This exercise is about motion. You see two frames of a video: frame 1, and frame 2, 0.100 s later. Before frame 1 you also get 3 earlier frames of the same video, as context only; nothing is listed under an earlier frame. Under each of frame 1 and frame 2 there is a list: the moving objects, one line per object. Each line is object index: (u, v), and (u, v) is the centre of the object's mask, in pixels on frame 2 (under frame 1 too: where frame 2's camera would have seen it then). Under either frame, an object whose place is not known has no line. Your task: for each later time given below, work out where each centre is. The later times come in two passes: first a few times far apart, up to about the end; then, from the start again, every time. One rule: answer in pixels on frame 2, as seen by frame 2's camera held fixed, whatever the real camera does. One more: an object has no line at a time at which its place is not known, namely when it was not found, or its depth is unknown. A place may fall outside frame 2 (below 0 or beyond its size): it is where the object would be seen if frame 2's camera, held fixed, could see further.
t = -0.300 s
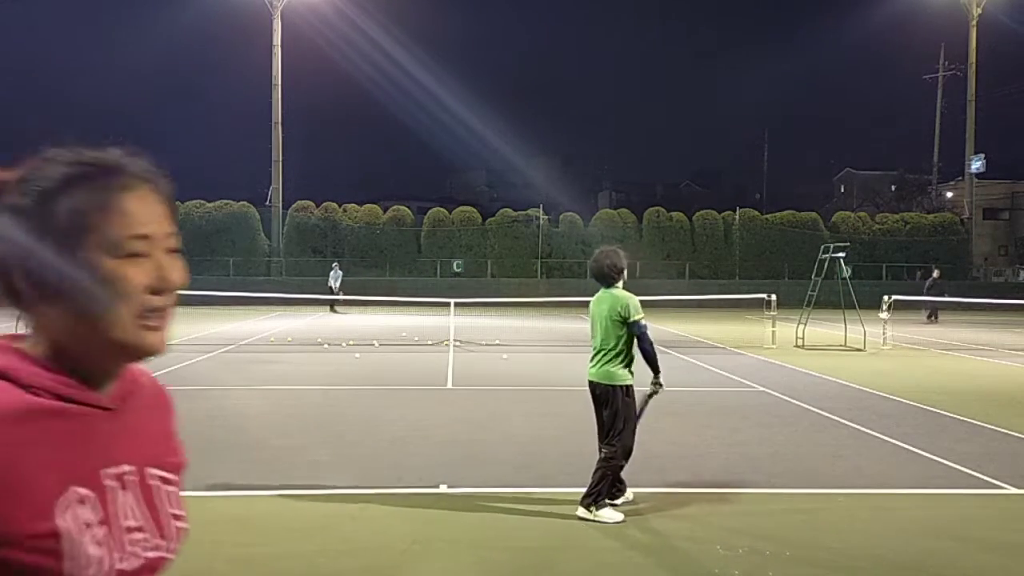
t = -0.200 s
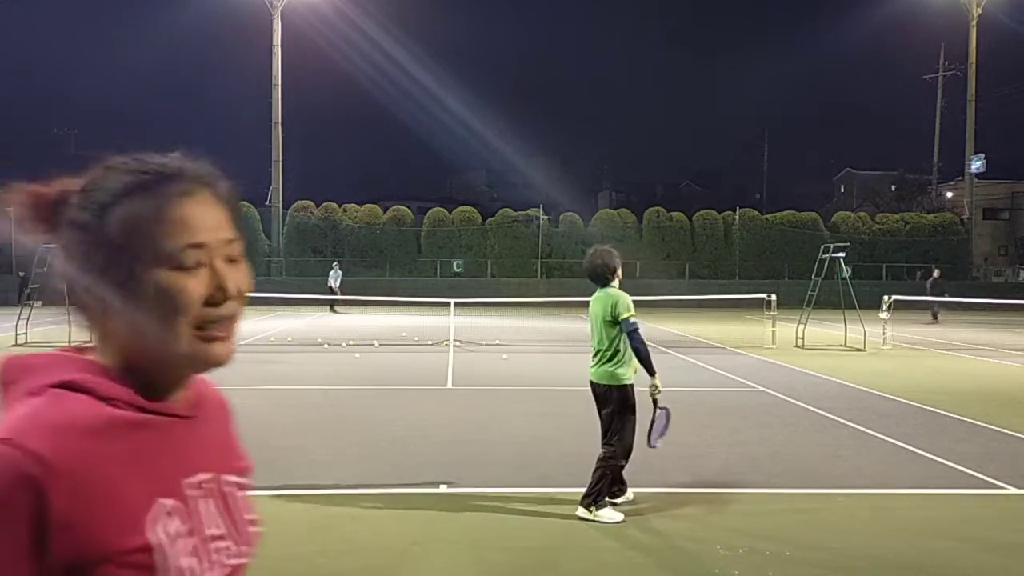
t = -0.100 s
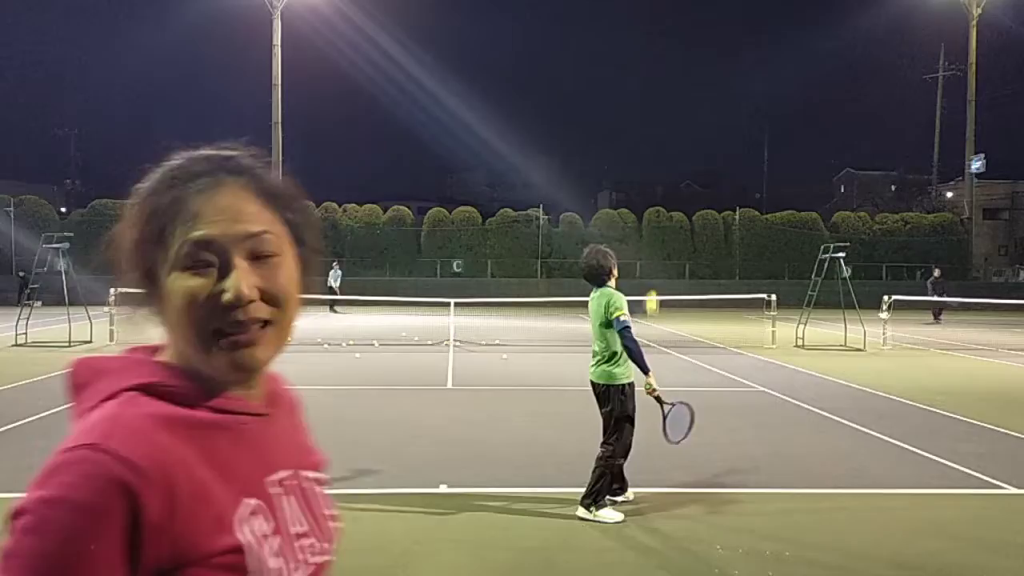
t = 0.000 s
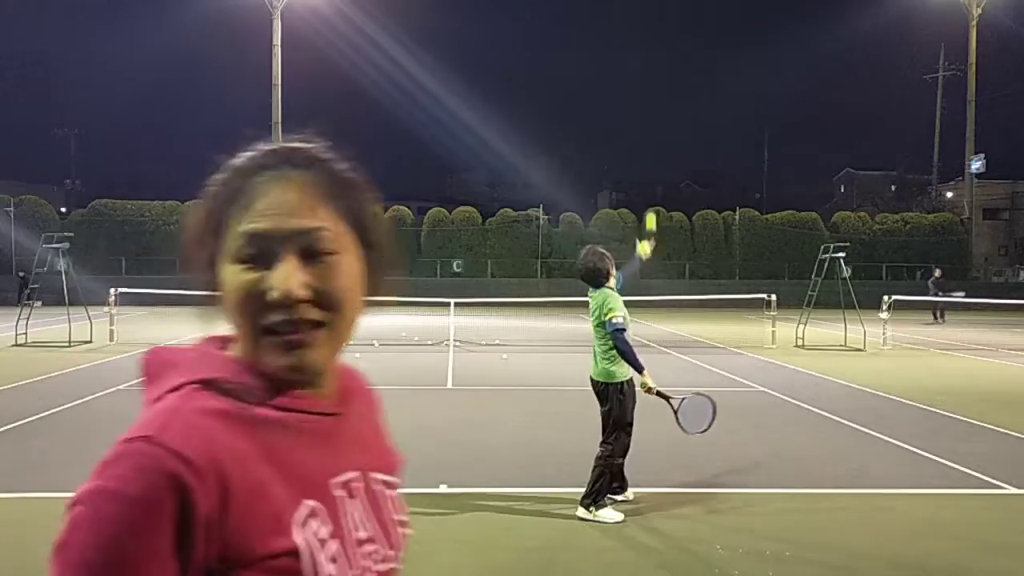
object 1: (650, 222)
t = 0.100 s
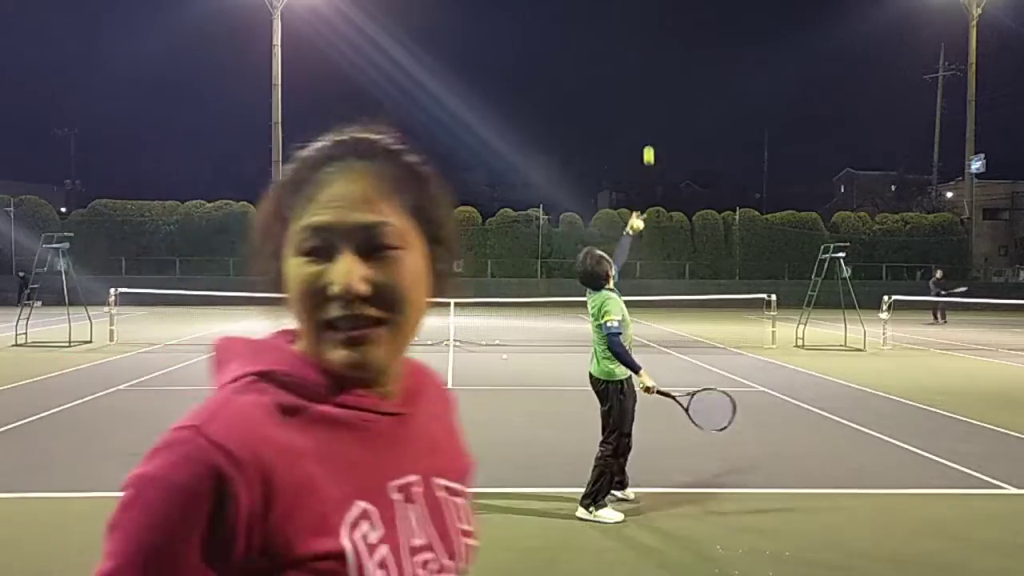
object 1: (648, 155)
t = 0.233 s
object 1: (644, 88)
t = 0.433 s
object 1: (636, 32)
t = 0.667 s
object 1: (629, 40)
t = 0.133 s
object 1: (647, 136)
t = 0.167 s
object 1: (646, 119)
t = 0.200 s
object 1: (645, 102)
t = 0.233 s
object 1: (644, 88)
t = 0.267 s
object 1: (643, 75)
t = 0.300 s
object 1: (642, 63)
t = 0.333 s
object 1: (641, 52)
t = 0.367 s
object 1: (639, 44)
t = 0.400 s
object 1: (638, 37)
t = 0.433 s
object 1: (636, 32)
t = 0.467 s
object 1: (635, 28)
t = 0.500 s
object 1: (634, 26)
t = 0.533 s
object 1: (633, 26)
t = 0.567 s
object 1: (631, 27)
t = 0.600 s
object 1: (630, 30)
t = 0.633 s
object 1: (630, 34)
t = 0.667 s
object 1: (629, 40)
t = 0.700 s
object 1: (629, 48)
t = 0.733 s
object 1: (625, 58)
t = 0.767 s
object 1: (624, 70)
